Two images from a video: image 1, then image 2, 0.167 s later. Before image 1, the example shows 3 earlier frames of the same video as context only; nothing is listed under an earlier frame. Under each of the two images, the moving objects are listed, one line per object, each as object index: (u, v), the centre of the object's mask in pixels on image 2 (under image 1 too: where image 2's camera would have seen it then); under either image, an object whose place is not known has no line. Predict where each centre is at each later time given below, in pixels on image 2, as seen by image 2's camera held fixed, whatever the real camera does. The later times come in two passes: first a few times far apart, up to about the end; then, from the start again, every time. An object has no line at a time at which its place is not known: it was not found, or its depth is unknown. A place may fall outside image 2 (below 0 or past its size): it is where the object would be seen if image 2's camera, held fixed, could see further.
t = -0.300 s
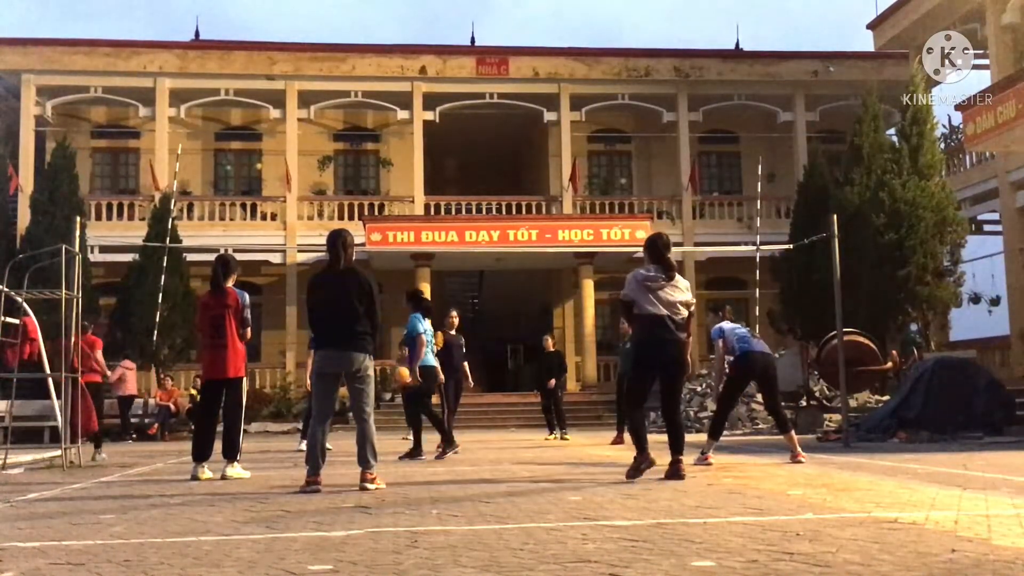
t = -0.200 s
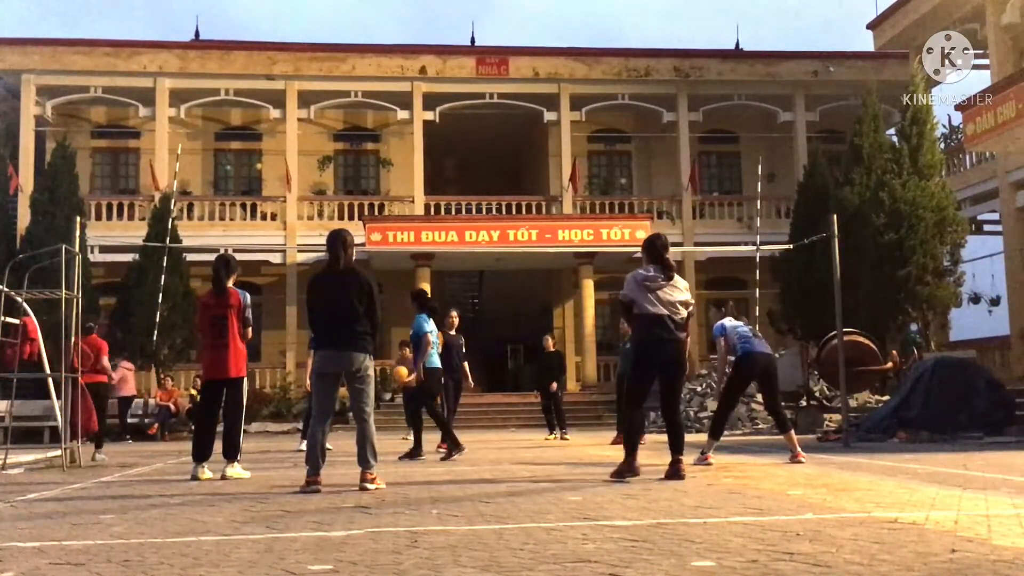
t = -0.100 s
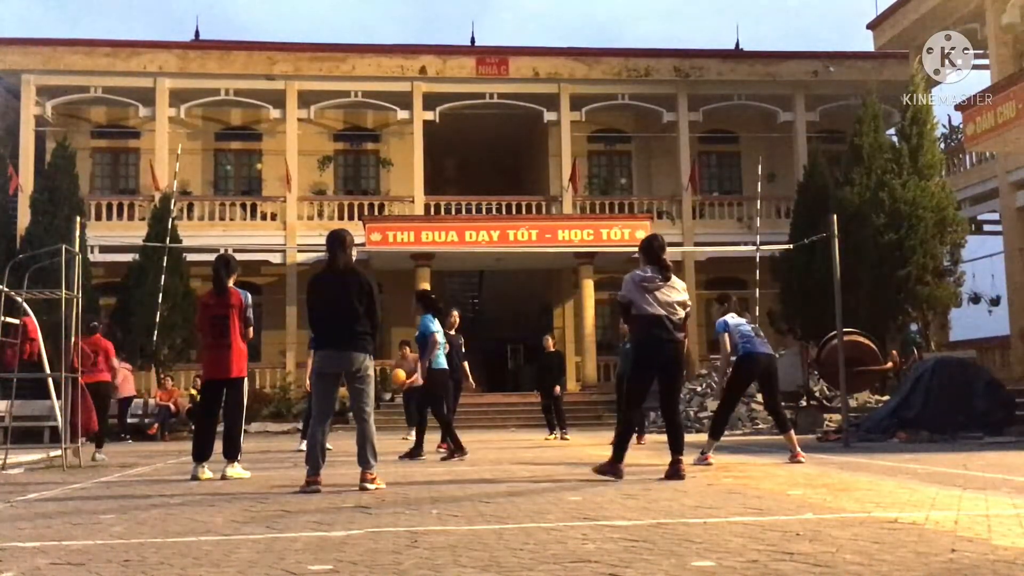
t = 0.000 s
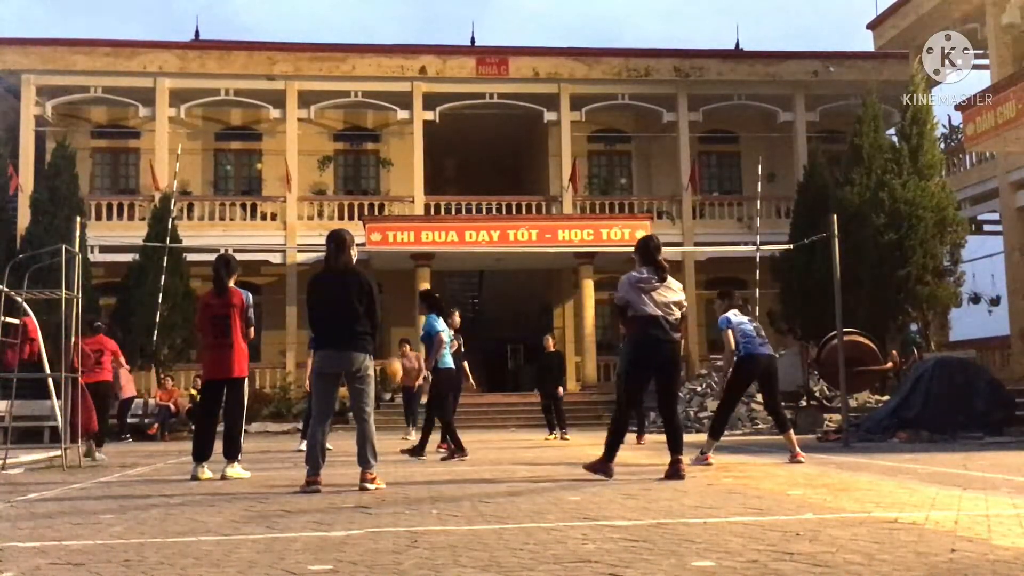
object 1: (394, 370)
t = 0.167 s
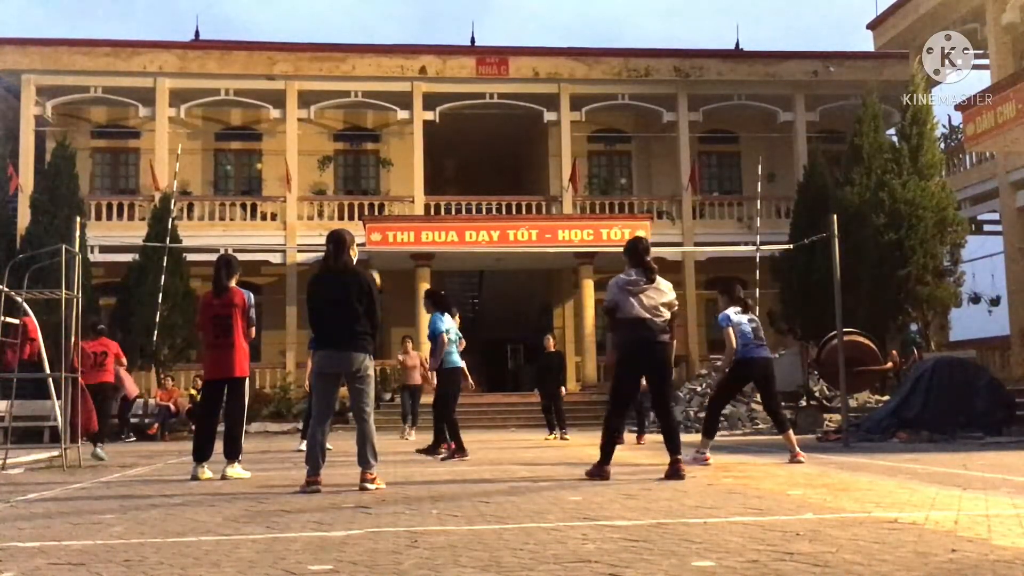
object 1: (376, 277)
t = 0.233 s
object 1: (366, 248)
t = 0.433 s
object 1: (337, 167)
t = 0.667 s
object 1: (295, 103)
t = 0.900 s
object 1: (248, 84)
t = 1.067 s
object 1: (207, 111)
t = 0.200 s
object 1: (368, 264)
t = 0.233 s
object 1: (366, 248)
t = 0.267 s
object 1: (360, 232)
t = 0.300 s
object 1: (355, 219)
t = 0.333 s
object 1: (350, 204)
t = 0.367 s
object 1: (345, 191)
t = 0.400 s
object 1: (340, 178)
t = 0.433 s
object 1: (337, 167)
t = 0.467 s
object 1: (331, 156)
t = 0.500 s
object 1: (324, 144)
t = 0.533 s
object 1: (318, 134)
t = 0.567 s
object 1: (314, 126)
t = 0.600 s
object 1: (308, 117)
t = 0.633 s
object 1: (302, 110)
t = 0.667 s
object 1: (295, 103)
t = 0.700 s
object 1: (290, 97)
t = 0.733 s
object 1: (283, 91)
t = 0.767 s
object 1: (276, 89)
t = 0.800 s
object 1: (269, 86)
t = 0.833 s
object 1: (262, 84)
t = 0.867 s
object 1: (255, 84)
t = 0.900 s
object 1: (248, 84)
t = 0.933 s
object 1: (240, 87)
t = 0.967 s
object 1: (232, 91)
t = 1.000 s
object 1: (224, 96)
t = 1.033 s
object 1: (216, 104)
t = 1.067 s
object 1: (207, 111)
